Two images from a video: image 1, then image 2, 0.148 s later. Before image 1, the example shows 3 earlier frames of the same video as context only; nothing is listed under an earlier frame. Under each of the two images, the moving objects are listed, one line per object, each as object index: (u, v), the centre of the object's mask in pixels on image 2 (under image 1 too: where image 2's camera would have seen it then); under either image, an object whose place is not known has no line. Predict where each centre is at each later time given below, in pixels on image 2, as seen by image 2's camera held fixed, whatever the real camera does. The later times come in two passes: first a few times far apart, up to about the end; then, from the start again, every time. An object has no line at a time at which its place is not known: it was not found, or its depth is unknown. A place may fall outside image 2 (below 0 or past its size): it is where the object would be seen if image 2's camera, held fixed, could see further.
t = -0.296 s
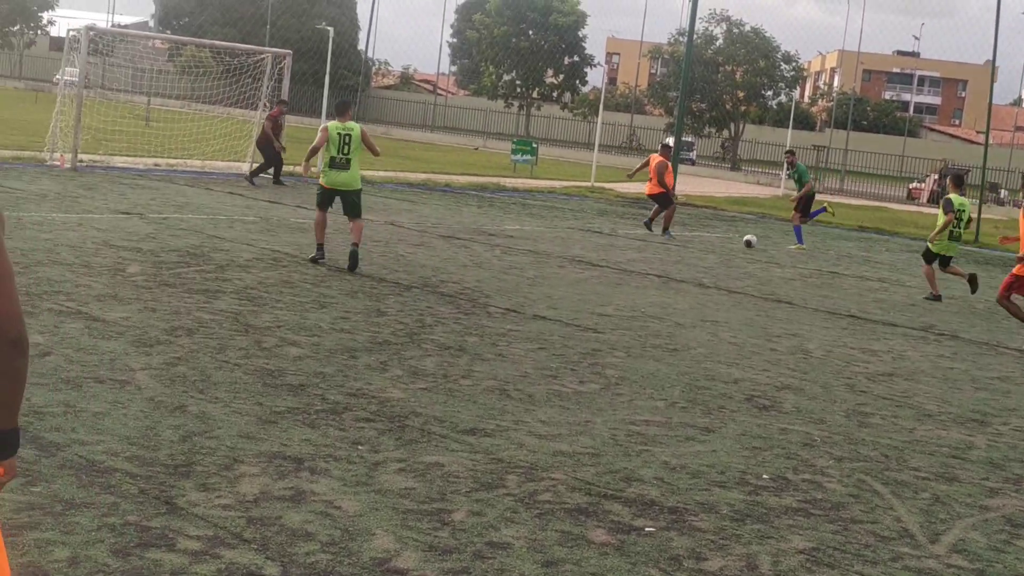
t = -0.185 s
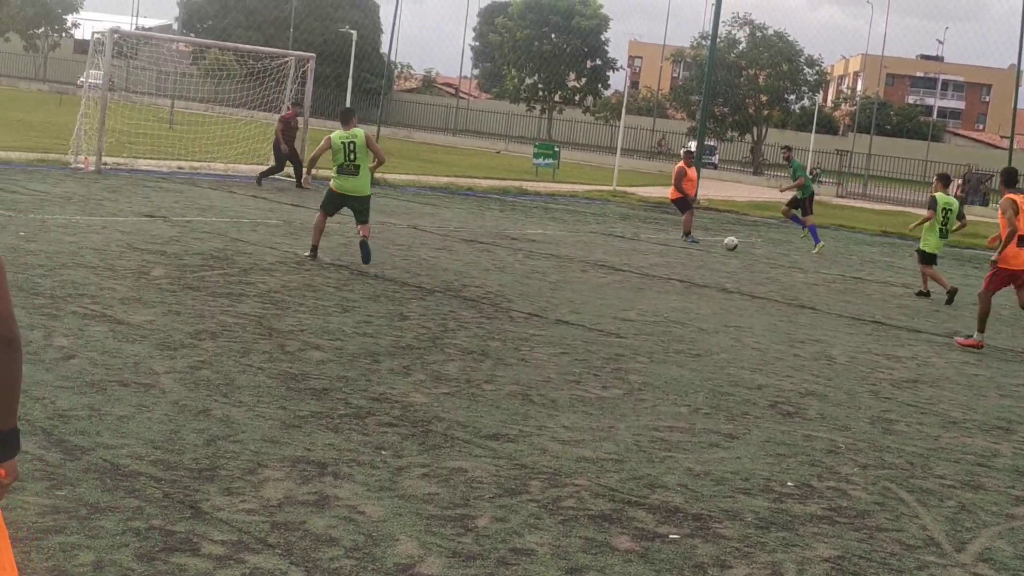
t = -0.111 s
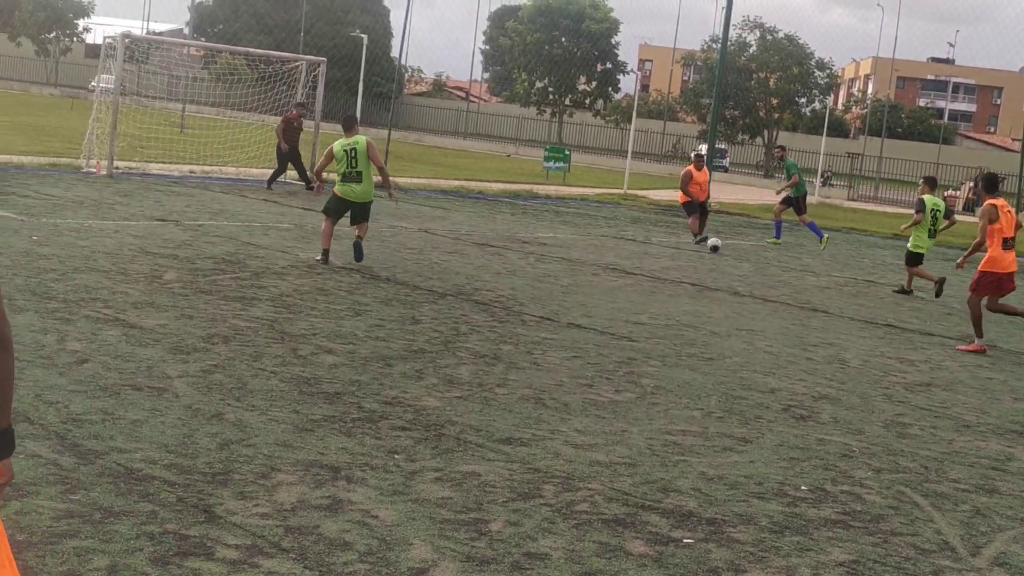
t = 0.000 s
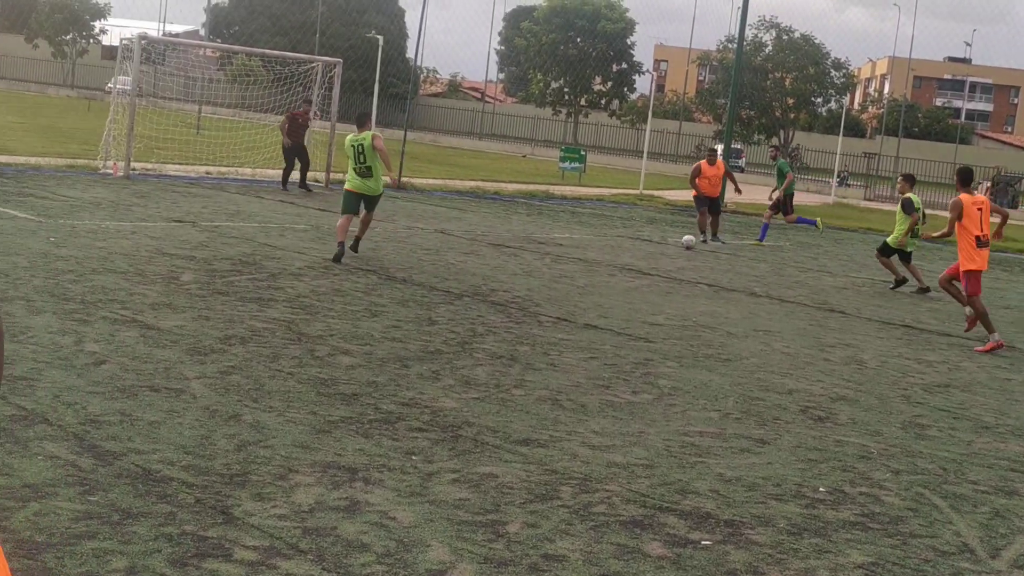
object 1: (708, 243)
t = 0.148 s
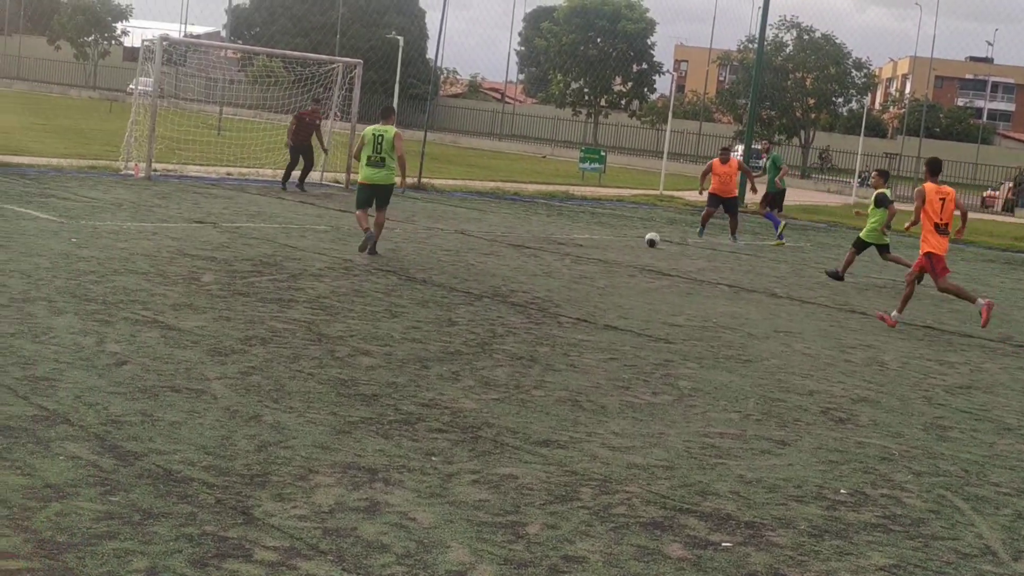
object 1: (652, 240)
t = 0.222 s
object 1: (624, 239)
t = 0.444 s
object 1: (539, 233)
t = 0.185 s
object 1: (638, 239)
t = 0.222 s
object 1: (624, 239)
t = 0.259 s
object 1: (610, 237)
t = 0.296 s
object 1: (595, 238)
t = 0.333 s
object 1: (582, 236)
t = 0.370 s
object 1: (567, 235)
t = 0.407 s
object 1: (553, 234)
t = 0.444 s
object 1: (539, 233)
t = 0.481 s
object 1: (523, 233)
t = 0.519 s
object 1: (509, 231)
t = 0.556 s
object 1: (496, 229)
